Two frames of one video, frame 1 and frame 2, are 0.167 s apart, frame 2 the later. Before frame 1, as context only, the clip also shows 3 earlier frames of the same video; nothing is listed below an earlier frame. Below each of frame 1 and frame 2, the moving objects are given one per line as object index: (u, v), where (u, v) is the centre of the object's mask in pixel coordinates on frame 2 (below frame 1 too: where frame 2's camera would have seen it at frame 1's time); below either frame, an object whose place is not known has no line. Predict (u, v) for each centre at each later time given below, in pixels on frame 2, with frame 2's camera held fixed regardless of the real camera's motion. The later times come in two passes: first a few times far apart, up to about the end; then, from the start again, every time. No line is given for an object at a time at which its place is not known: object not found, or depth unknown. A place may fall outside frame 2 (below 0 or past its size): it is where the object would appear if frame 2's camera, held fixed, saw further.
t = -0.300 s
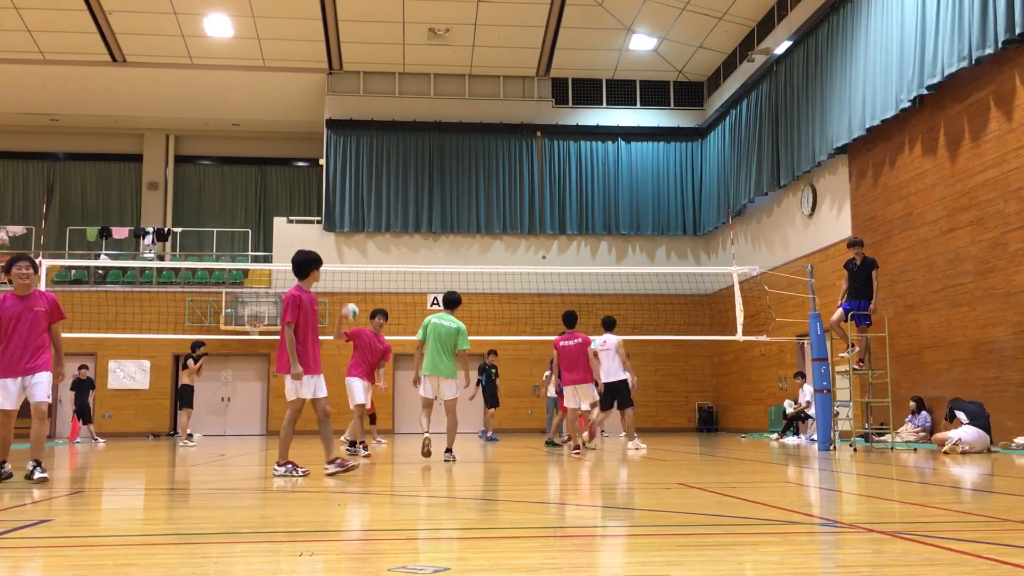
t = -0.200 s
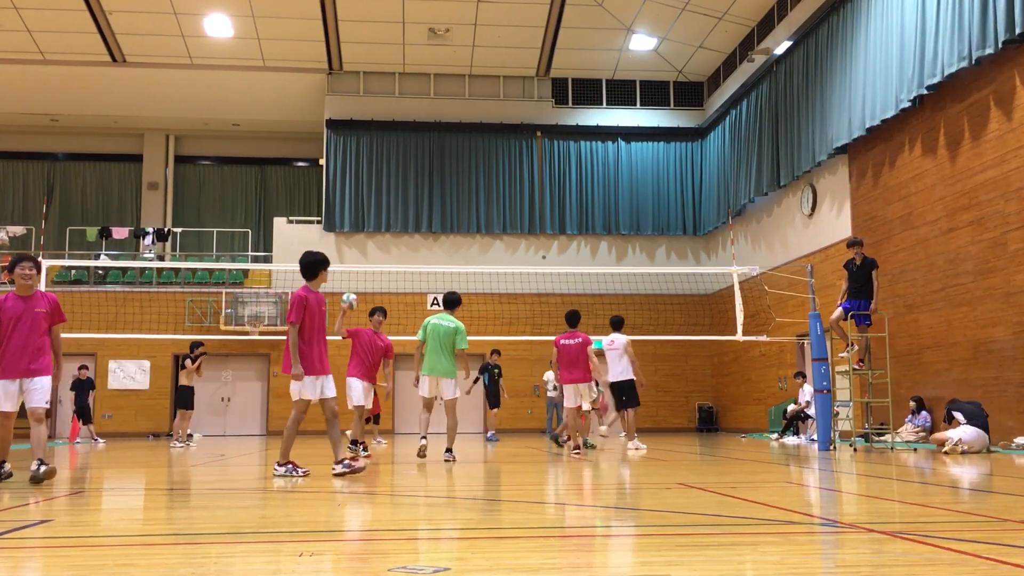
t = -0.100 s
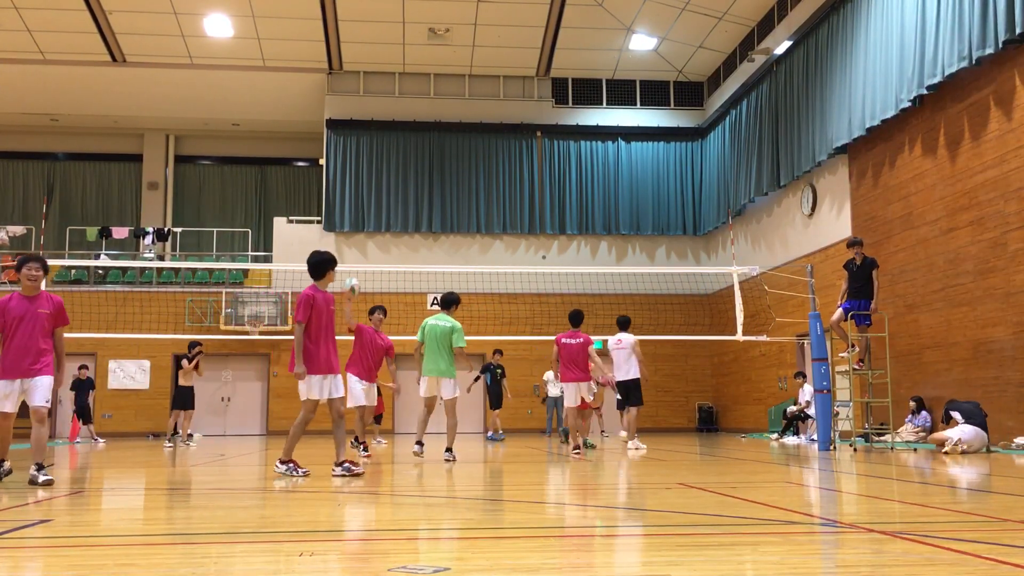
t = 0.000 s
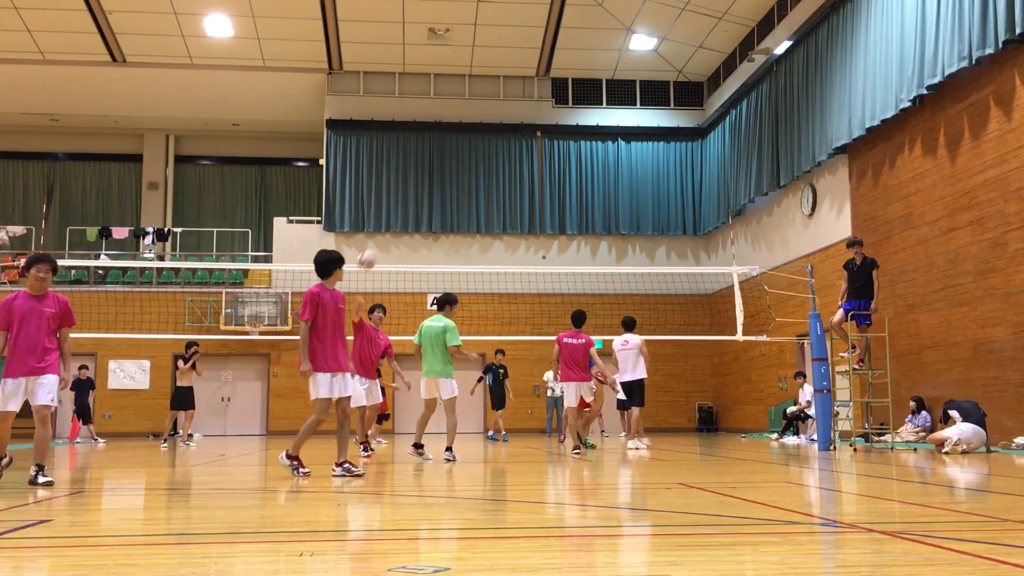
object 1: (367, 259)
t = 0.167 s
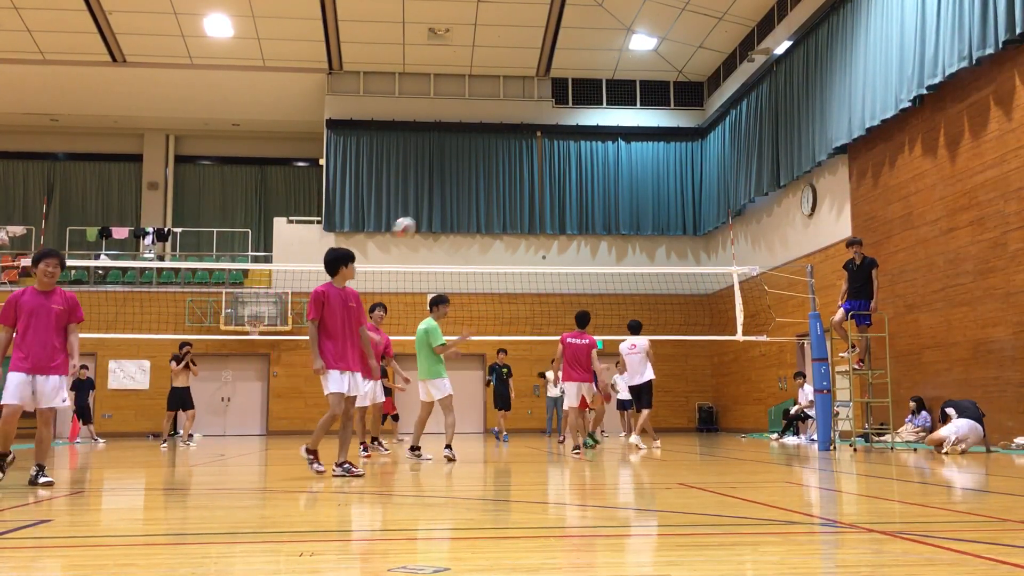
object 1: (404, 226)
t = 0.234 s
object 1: (422, 220)
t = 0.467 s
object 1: (495, 225)
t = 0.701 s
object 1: (601, 314)
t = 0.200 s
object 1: (413, 223)
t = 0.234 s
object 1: (422, 220)
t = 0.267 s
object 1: (431, 218)
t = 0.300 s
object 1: (440, 217)
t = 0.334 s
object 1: (450, 216)
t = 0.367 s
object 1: (461, 217)
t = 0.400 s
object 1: (471, 219)
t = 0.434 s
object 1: (483, 222)
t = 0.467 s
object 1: (495, 225)
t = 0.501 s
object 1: (507, 229)
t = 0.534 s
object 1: (519, 239)
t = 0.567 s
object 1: (534, 250)
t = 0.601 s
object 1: (549, 262)
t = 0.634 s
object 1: (566, 279)
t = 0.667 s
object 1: (583, 294)
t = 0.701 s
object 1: (601, 314)
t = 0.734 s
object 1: (618, 333)
